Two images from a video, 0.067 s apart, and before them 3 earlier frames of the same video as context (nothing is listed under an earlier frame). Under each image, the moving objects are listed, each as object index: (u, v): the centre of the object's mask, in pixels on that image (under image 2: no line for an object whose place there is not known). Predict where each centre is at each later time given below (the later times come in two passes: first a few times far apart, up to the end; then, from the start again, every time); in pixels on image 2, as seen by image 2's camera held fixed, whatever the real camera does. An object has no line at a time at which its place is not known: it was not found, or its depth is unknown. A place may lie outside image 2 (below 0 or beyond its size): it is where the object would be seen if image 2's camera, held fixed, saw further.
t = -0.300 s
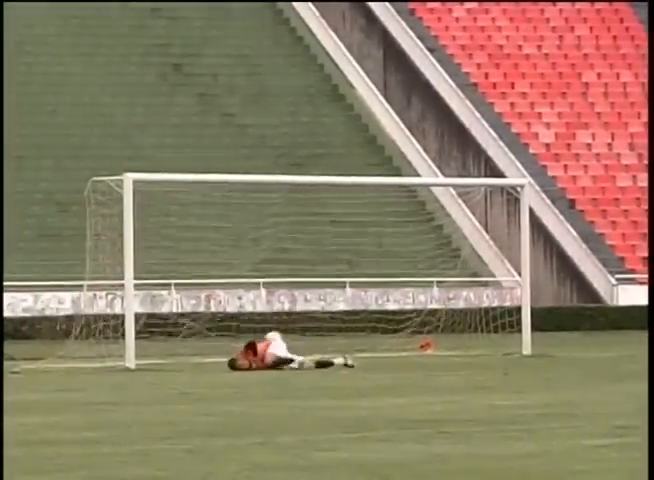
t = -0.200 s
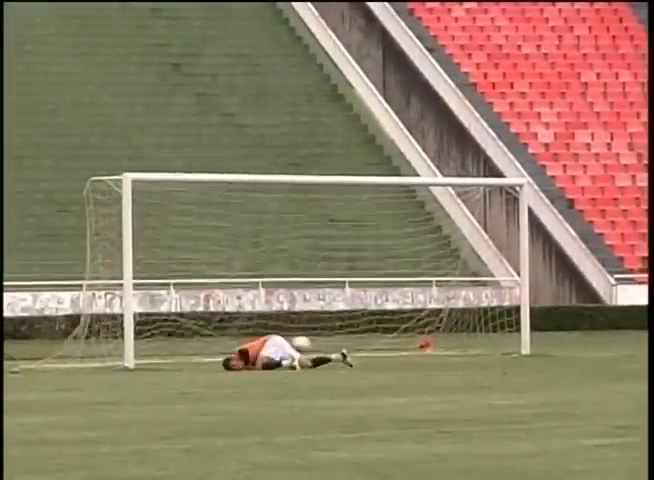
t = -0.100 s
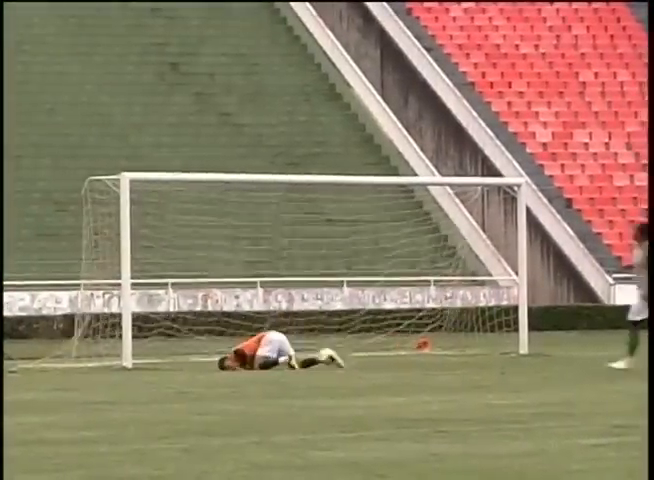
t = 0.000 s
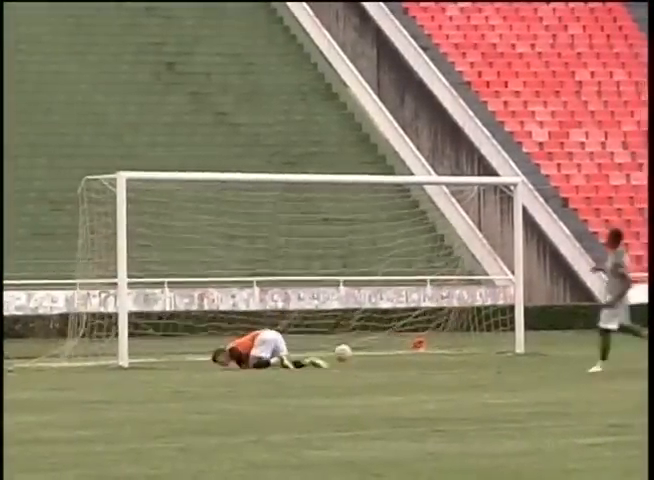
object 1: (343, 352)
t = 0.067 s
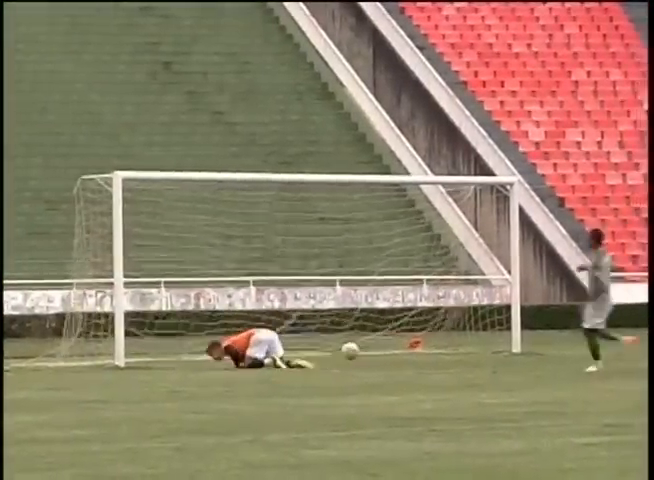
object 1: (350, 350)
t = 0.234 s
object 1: (376, 356)
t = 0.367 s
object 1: (395, 355)
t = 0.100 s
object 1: (355, 351)
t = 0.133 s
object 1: (360, 352)
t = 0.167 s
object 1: (366, 354)
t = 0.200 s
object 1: (371, 356)
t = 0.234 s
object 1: (376, 356)
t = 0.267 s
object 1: (382, 356)
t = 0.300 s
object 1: (387, 355)
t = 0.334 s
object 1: (392, 355)
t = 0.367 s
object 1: (395, 355)
